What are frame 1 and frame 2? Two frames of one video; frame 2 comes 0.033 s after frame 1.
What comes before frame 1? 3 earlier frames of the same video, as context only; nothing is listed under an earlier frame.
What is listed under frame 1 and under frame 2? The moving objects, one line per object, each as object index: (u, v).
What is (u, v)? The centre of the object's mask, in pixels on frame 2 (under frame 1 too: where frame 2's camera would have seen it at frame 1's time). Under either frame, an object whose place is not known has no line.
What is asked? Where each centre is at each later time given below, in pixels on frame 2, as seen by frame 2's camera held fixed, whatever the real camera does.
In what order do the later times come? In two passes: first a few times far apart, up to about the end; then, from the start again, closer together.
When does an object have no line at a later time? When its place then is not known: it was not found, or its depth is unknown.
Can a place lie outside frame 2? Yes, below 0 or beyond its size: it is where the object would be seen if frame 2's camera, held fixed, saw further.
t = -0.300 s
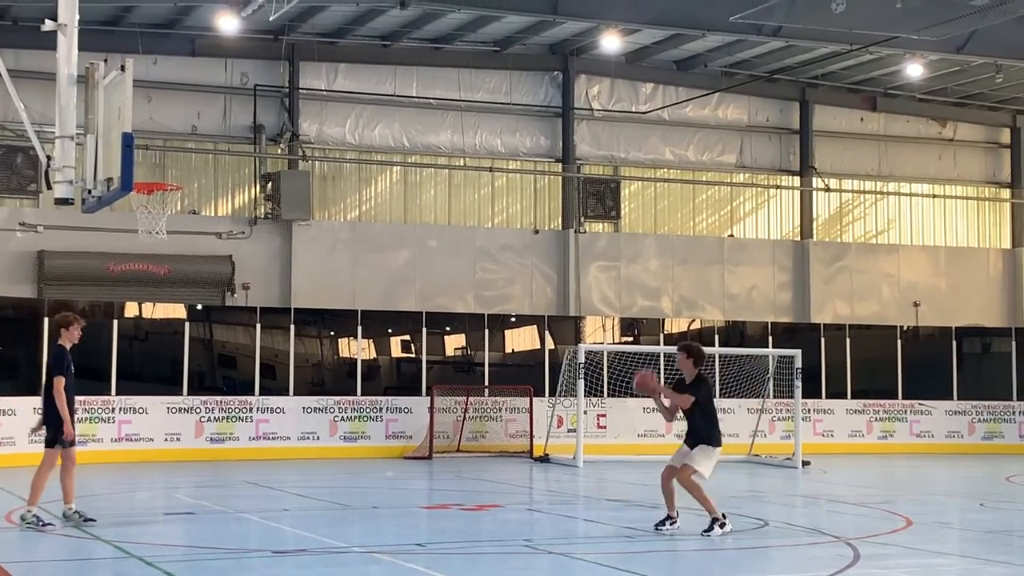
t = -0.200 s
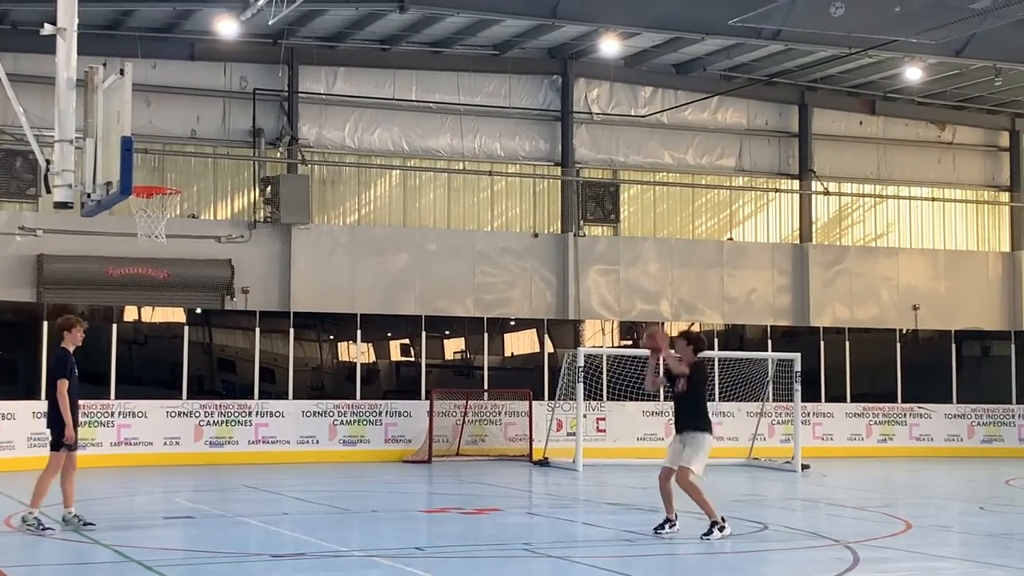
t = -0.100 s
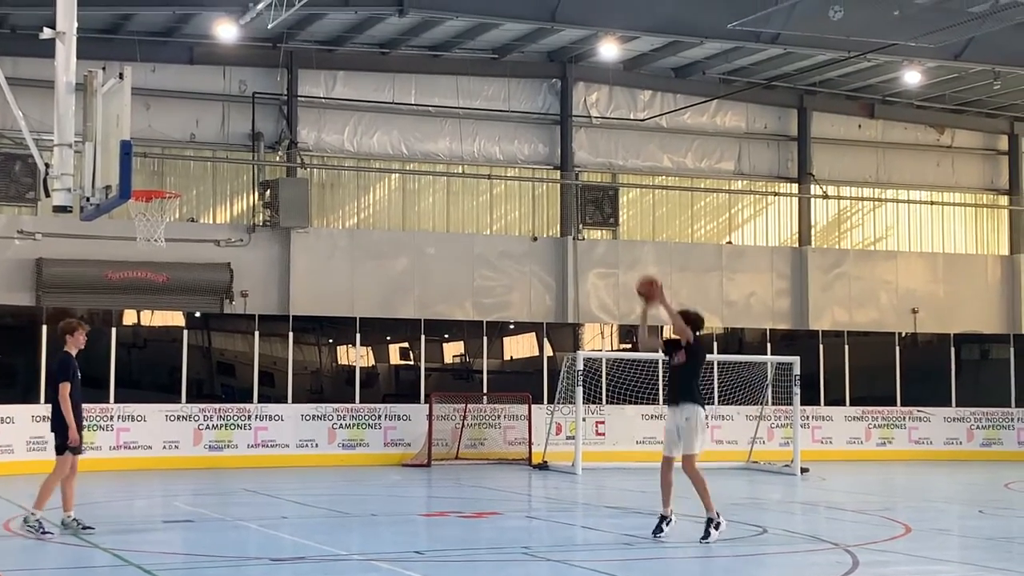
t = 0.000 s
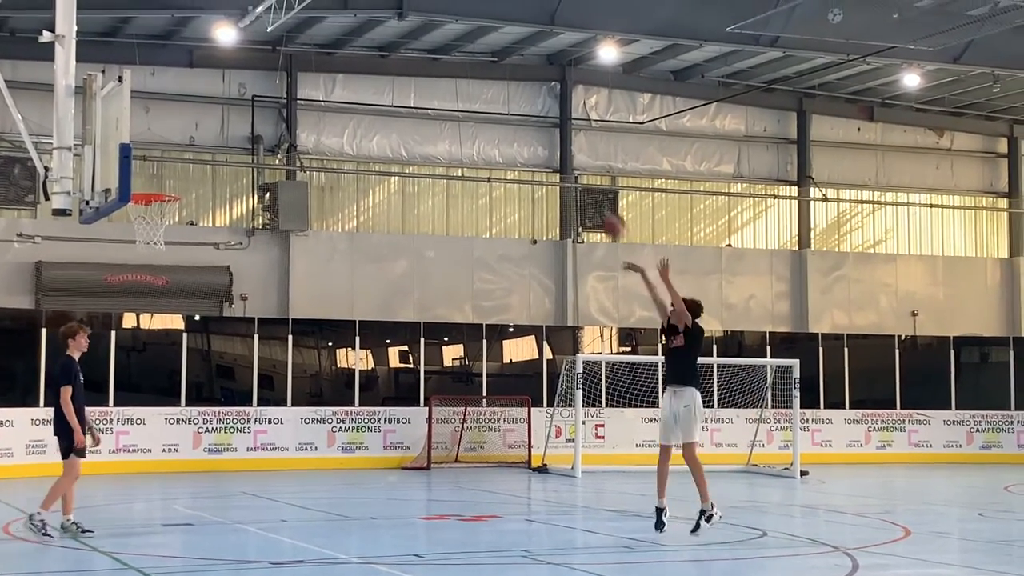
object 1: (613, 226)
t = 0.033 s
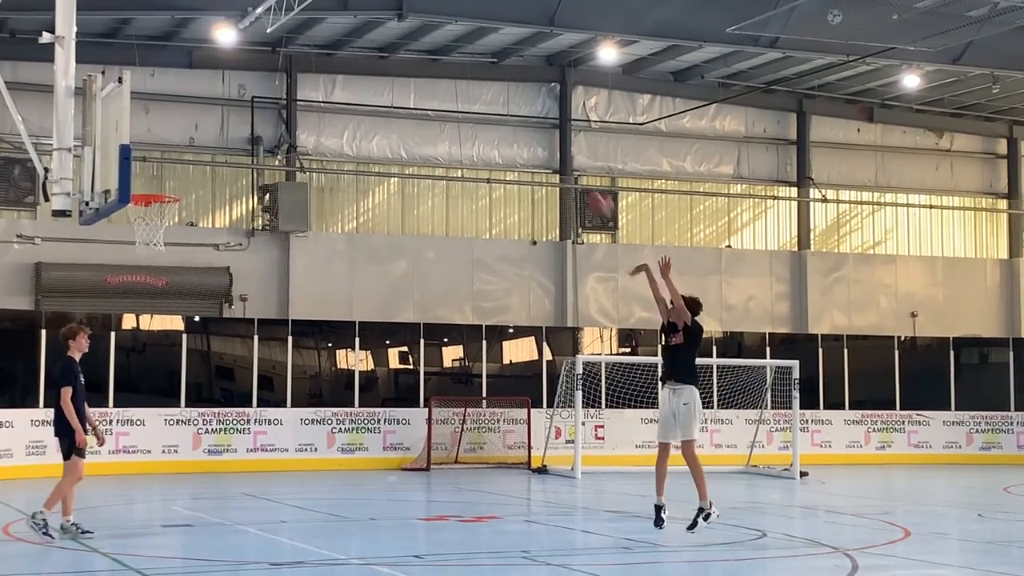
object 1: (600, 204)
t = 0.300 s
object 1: (493, 80)
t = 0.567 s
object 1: (390, 30)
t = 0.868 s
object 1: (274, 63)
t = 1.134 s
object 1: (166, 174)
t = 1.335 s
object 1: (119, 251)
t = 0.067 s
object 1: (586, 184)
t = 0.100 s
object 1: (572, 166)
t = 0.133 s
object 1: (559, 150)
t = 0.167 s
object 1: (546, 134)
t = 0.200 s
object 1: (534, 121)
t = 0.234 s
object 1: (520, 105)
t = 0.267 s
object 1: (506, 92)
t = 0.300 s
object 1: (493, 80)
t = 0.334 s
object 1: (481, 70)
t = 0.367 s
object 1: (467, 61)
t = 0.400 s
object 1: (454, 52)
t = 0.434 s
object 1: (442, 46)
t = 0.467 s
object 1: (429, 40)
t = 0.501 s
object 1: (415, 36)
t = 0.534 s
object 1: (402, 32)
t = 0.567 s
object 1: (390, 30)
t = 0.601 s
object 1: (377, 30)
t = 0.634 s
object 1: (364, 29)
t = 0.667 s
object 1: (351, 31)
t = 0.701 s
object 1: (338, 33)
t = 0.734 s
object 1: (325, 37)
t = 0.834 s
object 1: (286, 55)
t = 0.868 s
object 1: (274, 63)
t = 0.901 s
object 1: (261, 72)
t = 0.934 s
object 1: (247, 83)
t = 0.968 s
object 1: (232, 95)
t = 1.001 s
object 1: (220, 109)
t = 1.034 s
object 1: (206, 124)
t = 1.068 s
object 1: (192, 138)
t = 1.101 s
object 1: (181, 154)
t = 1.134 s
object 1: (166, 174)
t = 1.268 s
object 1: (127, 236)
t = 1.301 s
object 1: (124, 242)
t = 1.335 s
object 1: (119, 251)
